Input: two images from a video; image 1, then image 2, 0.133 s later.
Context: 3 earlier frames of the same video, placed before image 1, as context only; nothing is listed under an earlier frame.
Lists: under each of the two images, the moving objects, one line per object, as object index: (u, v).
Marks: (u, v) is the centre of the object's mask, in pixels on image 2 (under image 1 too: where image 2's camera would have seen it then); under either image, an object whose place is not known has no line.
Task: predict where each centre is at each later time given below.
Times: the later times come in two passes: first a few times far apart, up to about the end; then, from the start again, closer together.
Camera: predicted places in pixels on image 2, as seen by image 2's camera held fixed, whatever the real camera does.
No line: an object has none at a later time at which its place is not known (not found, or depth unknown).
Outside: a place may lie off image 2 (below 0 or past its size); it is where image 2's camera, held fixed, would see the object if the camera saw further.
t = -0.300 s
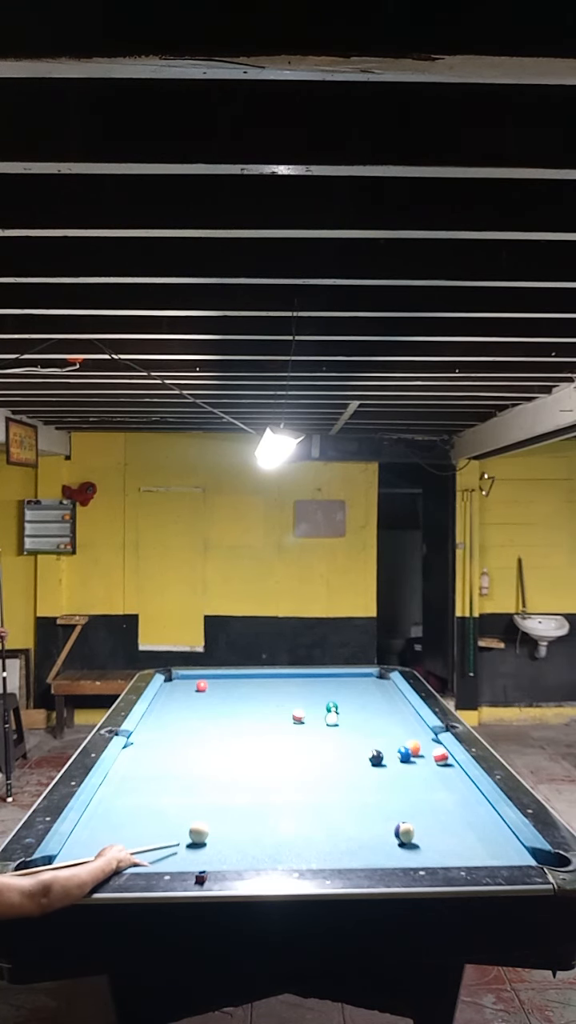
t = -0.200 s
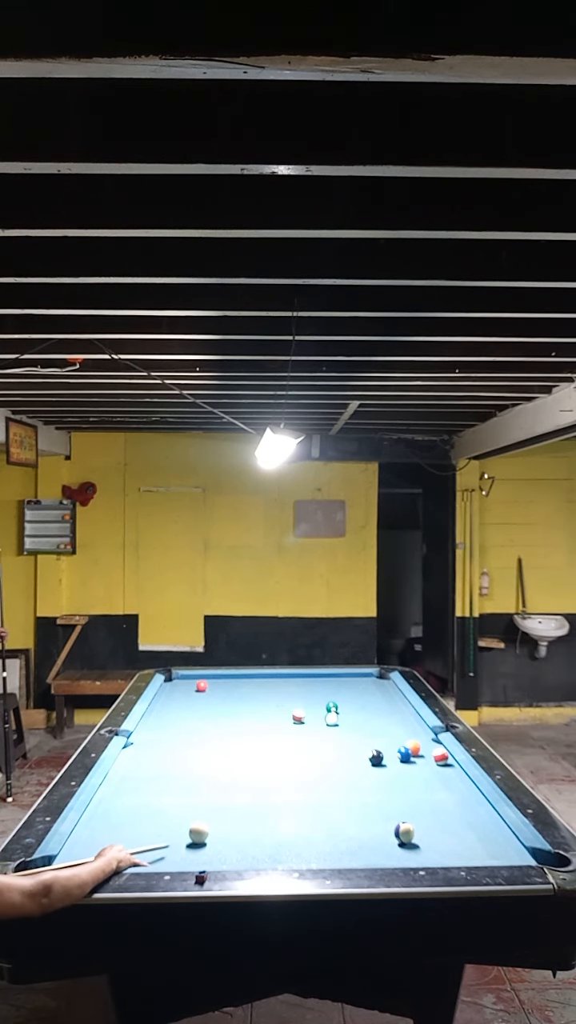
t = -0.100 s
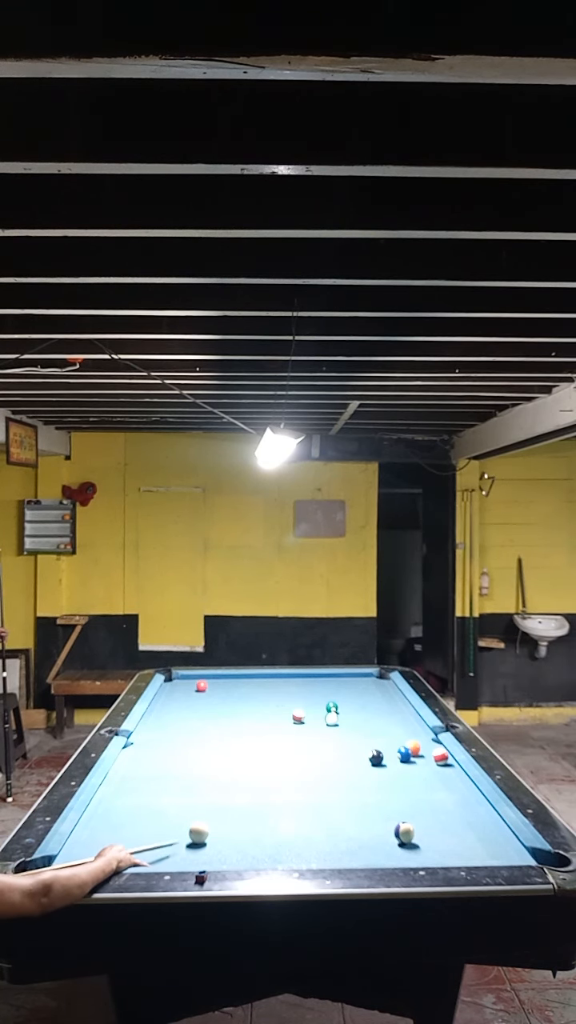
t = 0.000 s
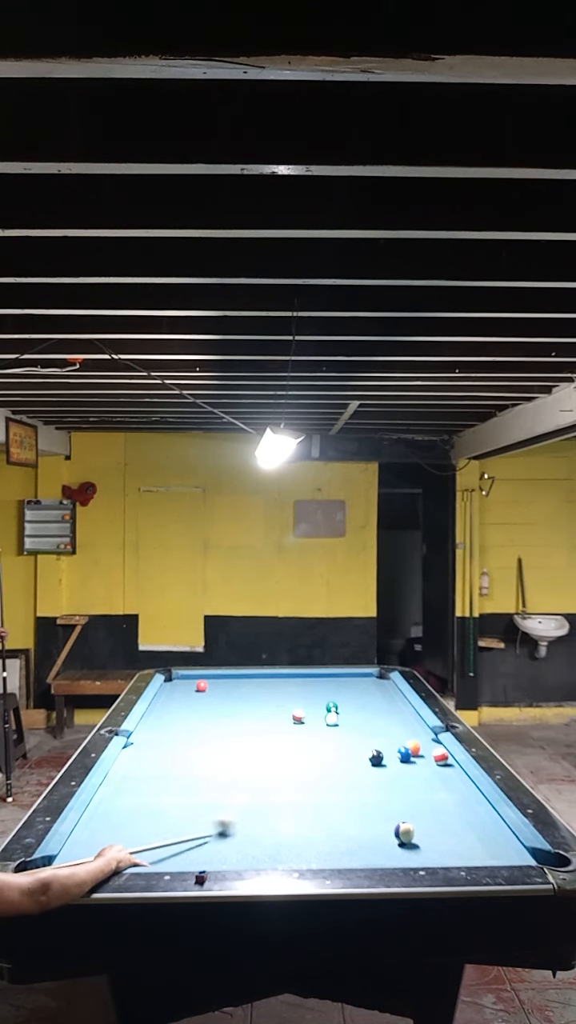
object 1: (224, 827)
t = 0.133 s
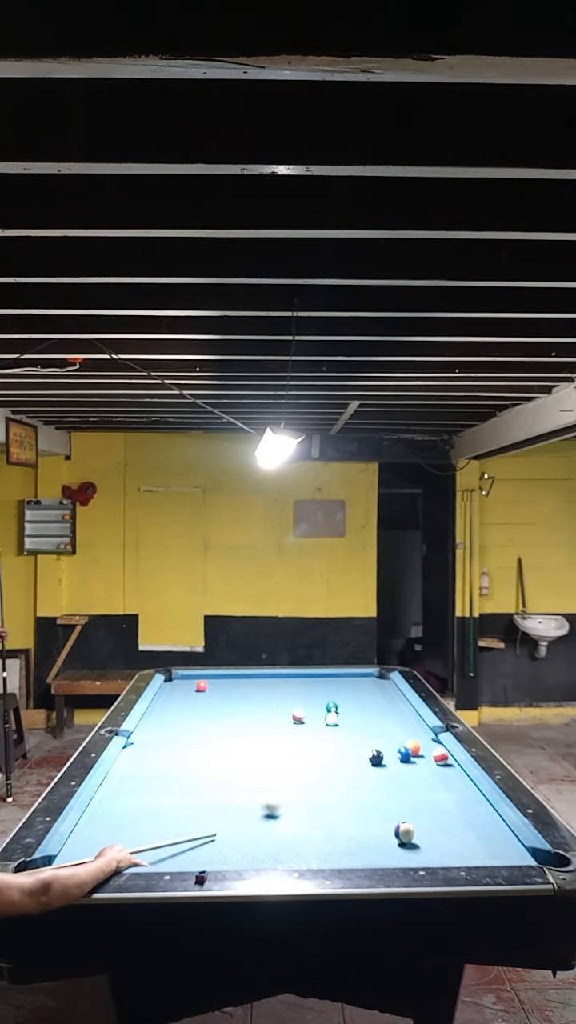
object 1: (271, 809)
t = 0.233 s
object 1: (296, 801)
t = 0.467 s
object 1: (345, 782)
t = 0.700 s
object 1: (385, 764)
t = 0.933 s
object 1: (416, 758)
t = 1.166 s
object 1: (430, 759)
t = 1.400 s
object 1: (434, 759)
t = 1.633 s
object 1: (437, 761)
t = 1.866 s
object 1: (440, 762)
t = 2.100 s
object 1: (440, 762)
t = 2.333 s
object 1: (440, 762)
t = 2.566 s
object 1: (440, 762)
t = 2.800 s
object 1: (439, 762)
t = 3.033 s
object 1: (439, 762)
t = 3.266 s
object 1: (439, 762)
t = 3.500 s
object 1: (439, 762)
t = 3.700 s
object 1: (440, 762)
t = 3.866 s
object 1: (440, 762)
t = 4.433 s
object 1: (439, 762)
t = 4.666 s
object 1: (439, 762)
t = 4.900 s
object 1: (439, 762)
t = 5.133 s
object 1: (439, 762)
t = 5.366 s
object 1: (439, 762)
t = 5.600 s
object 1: (439, 762)
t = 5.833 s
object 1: (439, 762)
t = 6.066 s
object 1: (439, 762)
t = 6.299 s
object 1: (439, 762)
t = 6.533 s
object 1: (439, 762)
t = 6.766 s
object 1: (439, 762)
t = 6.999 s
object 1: (439, 762)
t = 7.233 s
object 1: (439, 762)
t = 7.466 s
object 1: (439, 762)
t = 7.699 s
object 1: (439, 762)
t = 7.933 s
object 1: (439, 762)
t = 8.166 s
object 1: (439, 762)
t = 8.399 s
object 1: (439, 762)
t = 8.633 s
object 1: (439, 762)
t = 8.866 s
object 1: (439, 762)
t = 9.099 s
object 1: (439, 762)
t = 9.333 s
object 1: (439, 762)
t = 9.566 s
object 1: (439, 762)
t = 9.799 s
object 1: (439, 762)
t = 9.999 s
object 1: (439, 762)
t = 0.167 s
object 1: (280, 806)
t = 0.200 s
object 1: (288, 803)
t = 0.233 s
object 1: (296, 801)
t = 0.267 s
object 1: (303, 799)
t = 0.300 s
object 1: (311, 796)
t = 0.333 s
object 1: (318, 793)
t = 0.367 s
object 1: (325, 791)
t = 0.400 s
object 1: (332, 788)
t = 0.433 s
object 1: (338, 785)
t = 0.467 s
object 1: (345, 782)
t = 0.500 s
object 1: (351, 780)
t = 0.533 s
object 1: (357, 778)
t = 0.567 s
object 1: (363, 776)
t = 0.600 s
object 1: (369, 771)
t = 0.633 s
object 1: (375, 767)
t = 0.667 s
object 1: (380, 766)
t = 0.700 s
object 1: (385, 764)
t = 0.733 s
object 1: (391, 762)
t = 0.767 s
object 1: (396, 760)
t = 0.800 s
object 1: (402, 758)
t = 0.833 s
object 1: (405, 758)
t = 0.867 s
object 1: (409, 759)
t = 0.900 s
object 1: (412, 758)
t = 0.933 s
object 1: (416, 758)
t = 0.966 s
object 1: (419, 758)
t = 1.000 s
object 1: (423, 758)
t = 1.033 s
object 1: (426, 758)
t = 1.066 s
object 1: (428, 758)
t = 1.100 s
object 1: (428, 758)
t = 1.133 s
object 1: (429, 758)
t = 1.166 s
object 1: (430, 759)
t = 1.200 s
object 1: (431, 758)
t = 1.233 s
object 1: (432, 759)
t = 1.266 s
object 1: (433, 759)
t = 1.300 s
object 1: (433, 759)
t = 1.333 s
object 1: (434, 759)
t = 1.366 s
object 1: (434, 760)
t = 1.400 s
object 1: (434, 759)
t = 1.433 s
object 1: (435, 758)
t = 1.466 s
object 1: (434, 759)
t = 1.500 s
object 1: (435, 760)
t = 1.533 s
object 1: (436, 760)
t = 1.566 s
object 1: (436, 760)
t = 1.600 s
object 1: (437, 761)
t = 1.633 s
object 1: (437, 761)
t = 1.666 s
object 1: (438, 761)
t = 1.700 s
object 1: (438, 761)
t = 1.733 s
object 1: (438, 761)
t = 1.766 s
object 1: (439, 762)
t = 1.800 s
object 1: (439, 762)
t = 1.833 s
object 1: (440, 762)
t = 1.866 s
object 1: (440, 762)
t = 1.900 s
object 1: (440, 762)
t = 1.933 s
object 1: (441, 762)
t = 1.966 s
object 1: (440, 762)
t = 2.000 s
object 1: (441, 762)
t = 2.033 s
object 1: (440, 762)
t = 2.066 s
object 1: (440, 762)
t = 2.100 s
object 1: (440, 762)
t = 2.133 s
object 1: (441, 762)
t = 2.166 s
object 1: (441, 762)
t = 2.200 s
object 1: (441, 762)
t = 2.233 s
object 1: (441, 762)
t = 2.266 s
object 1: (441, 762)
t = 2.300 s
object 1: (441, 762)
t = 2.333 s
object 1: (440, 762)
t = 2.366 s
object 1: (440, 762)
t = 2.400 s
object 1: (441, 762)
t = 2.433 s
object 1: (440, 762)
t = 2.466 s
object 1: (440, 762)
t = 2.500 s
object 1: (440, 762)
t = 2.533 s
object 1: (440, 762)
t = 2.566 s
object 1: (440, 762)
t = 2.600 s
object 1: (440, 762)
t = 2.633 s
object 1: (439, 762)
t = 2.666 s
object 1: (439, 762)
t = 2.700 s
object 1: (439, 762)
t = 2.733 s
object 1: (439, 762)
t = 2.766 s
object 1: (439, 762)
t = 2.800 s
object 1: (439, 762)
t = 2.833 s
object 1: (439, 762)
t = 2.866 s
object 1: (439, 762)
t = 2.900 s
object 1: (439, 762)
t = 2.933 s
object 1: (439, 762)
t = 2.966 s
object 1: (439, 762)
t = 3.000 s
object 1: (439, 762)
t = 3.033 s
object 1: (439, 762)
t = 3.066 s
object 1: (439, 762)
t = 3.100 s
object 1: (439, 762)
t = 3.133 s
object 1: (439, 762)
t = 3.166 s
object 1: (439, 762)
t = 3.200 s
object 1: (439, 762)
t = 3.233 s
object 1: (439, 762)
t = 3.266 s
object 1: (439, 762)
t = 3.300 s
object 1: (439, 762)
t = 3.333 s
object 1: (439, 762)
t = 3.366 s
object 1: (439, 762)
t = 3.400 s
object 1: (439, 762)
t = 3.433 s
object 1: (439, 762)
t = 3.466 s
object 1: (439, 762)
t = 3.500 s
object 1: (439, 762)
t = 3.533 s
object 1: (439, 762)
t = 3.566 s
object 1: (439, 762)
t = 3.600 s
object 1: (439, 762)
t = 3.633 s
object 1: (440, 762)
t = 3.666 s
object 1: (440, 762)
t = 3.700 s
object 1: (440, 762)
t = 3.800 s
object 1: (441, 764)
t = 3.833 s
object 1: (442, 766)
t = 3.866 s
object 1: (440, 762)
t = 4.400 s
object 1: (440, 763)
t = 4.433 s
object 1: (439, 762)
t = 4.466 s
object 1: (439, 762)
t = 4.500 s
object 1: (439, 762)
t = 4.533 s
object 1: (439, 762)
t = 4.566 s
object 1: (439, 762)
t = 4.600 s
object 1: (439, 762)
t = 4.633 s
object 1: (439, 762)
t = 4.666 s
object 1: (439, 762)
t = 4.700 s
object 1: (439, 762)
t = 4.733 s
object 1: (439, 762)
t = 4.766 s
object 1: (439, 762)
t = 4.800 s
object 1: (439, 762)
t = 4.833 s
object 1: (439, 762)
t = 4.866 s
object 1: (439, 762)
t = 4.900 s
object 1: (439, 762)
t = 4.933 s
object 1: (439, 762)
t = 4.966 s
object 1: (439, 762)
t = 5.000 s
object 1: (439, 762)
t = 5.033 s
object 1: (439, 762)
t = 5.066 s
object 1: (439, 762)
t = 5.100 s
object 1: (439, 762)
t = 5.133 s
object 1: (439, 762)
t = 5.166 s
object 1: (439, 762)
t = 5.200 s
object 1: (439, 762)
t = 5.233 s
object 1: (439, 762)
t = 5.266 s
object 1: (439, 762)
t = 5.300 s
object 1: (439, 762)
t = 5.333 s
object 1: (439, 762)
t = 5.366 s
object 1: (439, 762)
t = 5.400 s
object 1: (439, 762)
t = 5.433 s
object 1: (439, 762)
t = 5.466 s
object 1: (439, 762)
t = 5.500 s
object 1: (439, 762)
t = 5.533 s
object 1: (439, 762)
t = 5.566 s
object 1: (439, 762)
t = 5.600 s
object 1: (439, 762)
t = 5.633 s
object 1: (439, 762)
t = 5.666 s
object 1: (439, 762)
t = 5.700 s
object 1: (439, 762)
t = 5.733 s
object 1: (439, 762)
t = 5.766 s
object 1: (439, 762)
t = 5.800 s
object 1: (439, 762)
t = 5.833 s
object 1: (439, 762)
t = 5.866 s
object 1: (439, 762)
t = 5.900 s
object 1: (439, 762)
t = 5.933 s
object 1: (439, 762)
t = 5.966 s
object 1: (439, 762)
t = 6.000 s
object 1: (439, 762)
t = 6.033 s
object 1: (439, 762)
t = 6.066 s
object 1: (439, 762)
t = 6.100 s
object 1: (439, 762)
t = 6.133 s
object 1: (439, 762)
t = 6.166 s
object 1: (439, 762)
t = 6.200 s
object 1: (439, 762)
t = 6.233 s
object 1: (439, 762)
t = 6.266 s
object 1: (439, 762)
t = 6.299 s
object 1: (439, 762)
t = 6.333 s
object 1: (439, 762)
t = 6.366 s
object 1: (439, 762)
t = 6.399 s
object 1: (439, 762)
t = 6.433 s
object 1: (439, 762)
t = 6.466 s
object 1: (439, 762)
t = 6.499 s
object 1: (439, 762)
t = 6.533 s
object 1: (439, 762)
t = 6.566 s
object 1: (439, 762)
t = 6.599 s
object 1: (439, 762)
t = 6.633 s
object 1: (439, 762)
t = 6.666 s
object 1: (439, 762)
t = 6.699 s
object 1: (439, 762)
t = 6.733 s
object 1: (439, 762)
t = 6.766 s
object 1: (439, 762)
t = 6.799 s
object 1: (439, 762)
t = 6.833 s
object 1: (439, 762)
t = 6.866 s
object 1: (439, 762)
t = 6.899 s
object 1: (439, 762)
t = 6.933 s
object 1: (439, 762)
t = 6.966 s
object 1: (439, 762)
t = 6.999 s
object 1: (439, 762)
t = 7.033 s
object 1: (439, 762)
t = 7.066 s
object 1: (439, 762)
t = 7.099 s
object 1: (439, 762)
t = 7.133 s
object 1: (439, 762)
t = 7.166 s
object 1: (439, 762)
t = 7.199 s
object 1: (439, 762)
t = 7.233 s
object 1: (439, 762)
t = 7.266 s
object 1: (439, 762)
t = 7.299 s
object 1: (439, 762)
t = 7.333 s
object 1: (439, 762)
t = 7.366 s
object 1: (439, 762)
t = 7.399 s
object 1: (439, 762)
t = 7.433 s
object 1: (439, 762)
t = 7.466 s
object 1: (439, 762)
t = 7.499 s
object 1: (439, 762)
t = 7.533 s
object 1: (439, 762)
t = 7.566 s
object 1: (439, 762)
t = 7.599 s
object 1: (439, 762)
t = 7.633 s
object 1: (439, 762)
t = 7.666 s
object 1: (439, 762)
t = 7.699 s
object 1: (439, 762)
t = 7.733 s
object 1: (439, 762)
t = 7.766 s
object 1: (439, 762)
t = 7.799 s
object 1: (439, 762)
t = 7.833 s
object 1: (439, 762)
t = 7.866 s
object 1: (439, 762)
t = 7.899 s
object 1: (439, 762)
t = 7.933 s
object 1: (439, 762)
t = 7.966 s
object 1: (439, 762)
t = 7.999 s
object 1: (439, 762)
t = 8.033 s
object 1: (439, 762)
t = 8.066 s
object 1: (439, 762)
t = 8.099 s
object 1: (439, 762)
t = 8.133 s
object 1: (439, 762)
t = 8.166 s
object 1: (439, 762)
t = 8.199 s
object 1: (439, 762)
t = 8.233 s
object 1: (439, 762)
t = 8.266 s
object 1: (439, 762)
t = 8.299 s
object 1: (439, 762)
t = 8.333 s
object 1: (439, 762)
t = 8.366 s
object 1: (439, 762)
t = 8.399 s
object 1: (439, 762)
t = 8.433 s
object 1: (439, 762)
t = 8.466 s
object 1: (439, 762)
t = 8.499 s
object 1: (439, 762)
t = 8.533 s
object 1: (439, 762)
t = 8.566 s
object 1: (439, 762)
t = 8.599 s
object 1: (439, 762)
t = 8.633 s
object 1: (439, 762)
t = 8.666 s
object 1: (439, 762)
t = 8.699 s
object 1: (439, 762)
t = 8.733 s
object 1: (439, 762)
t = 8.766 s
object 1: (439, 762)
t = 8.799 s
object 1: (439, 762)
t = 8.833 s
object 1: (439, 762)
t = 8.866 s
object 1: (439, 762)
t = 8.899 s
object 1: (439, 762)
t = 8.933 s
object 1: (439, 762)
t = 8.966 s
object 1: (439, 762)
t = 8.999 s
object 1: (439, 762)
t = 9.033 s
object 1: (439, 762)
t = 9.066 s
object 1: (439, 762)
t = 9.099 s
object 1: (439, 762)
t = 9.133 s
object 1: (439, 762)
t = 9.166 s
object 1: (439, 762)
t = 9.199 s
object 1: (439, 762)
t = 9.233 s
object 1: (439, 762)
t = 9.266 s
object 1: (439, 762)
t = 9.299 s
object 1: (439, 762)
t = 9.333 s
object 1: (439, 762)
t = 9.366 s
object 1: (439, 762)
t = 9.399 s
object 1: (439, 762)
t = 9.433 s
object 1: (439, 762)
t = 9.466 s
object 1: (439, 762)
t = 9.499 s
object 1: (439, 762)
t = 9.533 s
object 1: (439, 762)
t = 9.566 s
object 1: (439, 762)
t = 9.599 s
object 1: (439, 762)
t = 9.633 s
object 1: (439, 762)
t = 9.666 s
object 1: (439, 762)
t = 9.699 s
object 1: (439, 762)
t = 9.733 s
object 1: (439, 762)
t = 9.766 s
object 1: (439, 762)
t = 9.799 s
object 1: (439, 762)
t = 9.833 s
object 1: (439, 762)
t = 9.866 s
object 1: (439, 762)
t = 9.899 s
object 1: (439, 762)
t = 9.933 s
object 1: (439, 762)
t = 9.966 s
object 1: (439, 762)
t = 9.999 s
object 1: (439, 762)
